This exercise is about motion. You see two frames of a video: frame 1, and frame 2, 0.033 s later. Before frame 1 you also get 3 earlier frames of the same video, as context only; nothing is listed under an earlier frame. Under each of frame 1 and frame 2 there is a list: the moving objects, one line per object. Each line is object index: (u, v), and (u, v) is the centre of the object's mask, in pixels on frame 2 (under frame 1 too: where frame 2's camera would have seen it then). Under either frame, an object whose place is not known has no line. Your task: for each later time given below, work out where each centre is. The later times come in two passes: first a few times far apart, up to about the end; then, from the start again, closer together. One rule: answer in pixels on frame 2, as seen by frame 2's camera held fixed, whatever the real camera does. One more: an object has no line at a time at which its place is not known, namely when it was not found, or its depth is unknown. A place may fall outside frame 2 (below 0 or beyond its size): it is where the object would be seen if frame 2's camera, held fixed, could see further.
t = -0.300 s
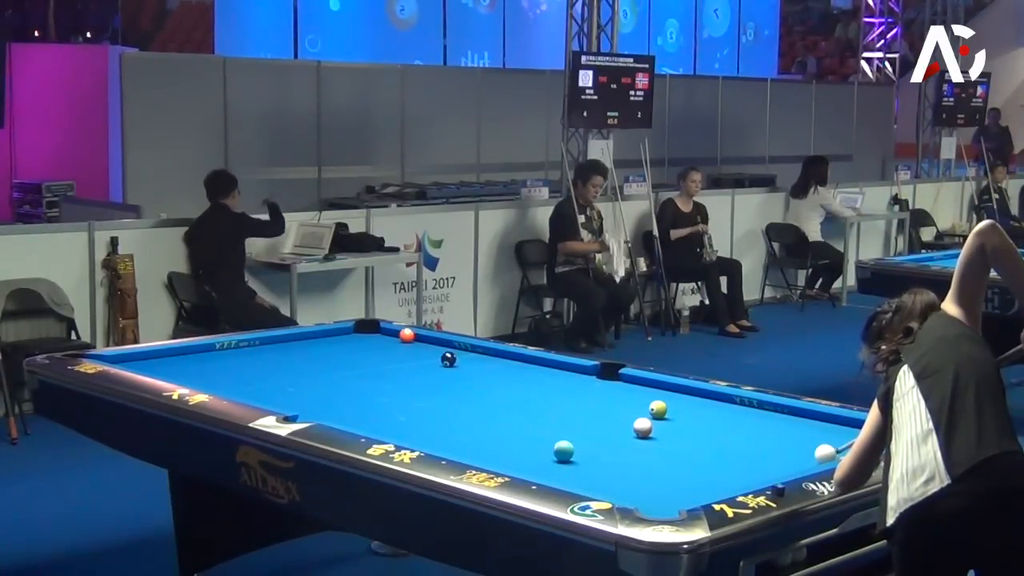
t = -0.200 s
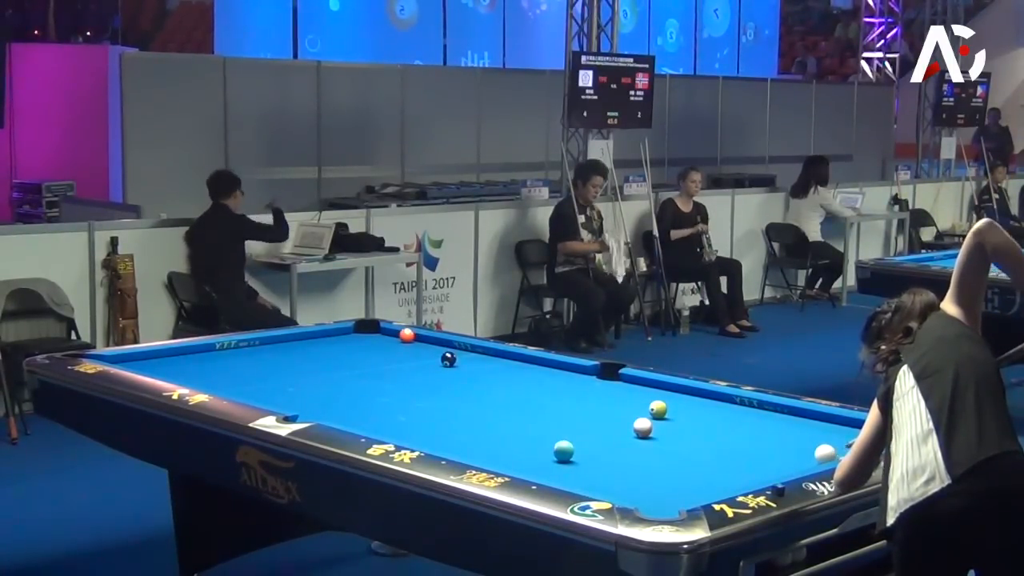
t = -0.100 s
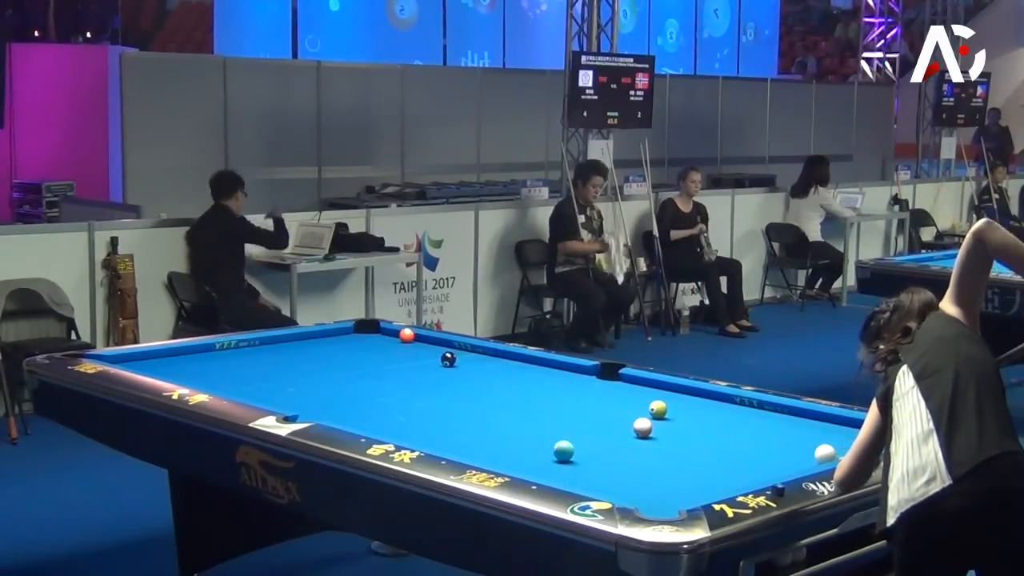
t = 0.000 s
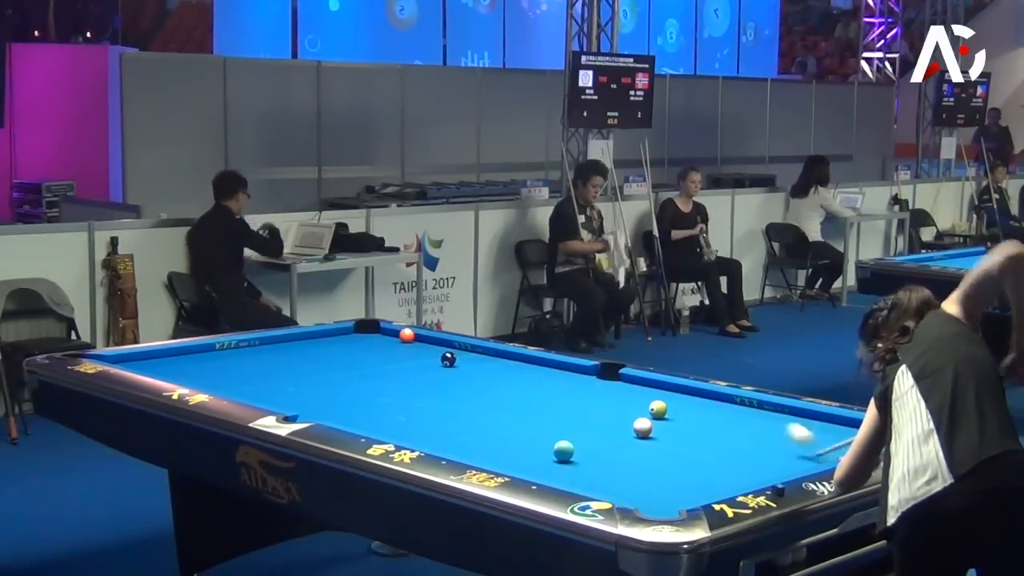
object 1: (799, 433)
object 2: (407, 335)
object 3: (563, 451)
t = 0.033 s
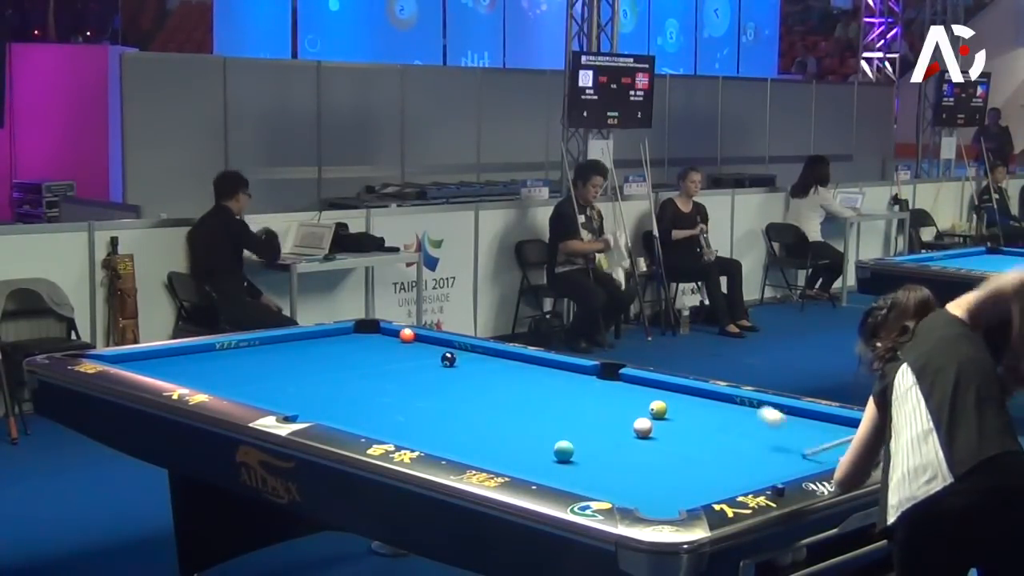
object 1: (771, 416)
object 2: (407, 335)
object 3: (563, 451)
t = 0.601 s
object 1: (446, 342)
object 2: (407, 335)
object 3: (563, 451)
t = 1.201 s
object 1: (285, 340)
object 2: (378, 342)
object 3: (563, 451)
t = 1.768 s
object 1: (250, 358)
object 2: (414, 362)
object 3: (564, 451)
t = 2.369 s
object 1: (210, 379)
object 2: (455, 385)
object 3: (564, 451)
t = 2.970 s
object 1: (251, 389)
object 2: (499, 410)
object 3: (564, 451)
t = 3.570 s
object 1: (330, 394)
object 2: (547, 438)
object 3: (563, 451)
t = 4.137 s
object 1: (398, 399)
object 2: (590, 451)
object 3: (568, 464)
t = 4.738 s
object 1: (463, 403)
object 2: (626, 457)
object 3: (576, 479)
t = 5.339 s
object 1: (520, 406)
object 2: (656, 462)
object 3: (596, 487)
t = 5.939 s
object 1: (568, 408)
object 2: (676, 465)
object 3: (625, 493)
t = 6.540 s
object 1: (609, 411)
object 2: (689, 466)
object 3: (645, 497)
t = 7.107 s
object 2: (691, 467)
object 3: (657, 498)
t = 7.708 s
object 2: (691, 467)
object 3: (659, 499)
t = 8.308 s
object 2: (691, 467)
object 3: (659, 499)
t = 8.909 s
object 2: (691, 467)
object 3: (659, 498)
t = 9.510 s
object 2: (691, 467)
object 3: (659, 499)
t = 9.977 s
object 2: (691, 467)
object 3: (659, 498)
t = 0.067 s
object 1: (744, 402)
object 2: (407, 335)
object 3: (563, 451)
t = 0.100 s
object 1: (718, 393)
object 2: (407, 335)
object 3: (563, 451)
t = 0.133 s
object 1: (693, 388)
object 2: (407, 335)
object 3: (563, 451)
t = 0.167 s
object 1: (670, 387)
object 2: (407, 335)
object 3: (563, 451)
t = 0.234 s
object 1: (624, 393)
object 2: (407, 335)
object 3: (563, 451)
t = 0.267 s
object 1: (603, 383)
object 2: (407, 335)
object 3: (563, 451)
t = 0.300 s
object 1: (585, 374)
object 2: (407, 335)
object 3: (563, 451)
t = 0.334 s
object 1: (566, 370)
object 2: (407, 335)
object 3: (563, 451)
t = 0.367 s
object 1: (548, 370)
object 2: (407, 335)
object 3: (563, 451)
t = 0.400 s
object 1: (531, 366)
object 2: (407, 335)
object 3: (563, 451)
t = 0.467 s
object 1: (500, 358)
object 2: (407, 335)
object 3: (563, 451)
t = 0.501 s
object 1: (486, 354)
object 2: (407, 335)
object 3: (563, 451)
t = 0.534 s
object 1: (472, 349)
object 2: (407, 335)
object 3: (563, 451)
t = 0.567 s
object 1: (458, 346)
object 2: (407, 335)
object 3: (563, 451)
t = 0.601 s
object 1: (446, 342)
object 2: (407, 335)
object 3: (563, 451)
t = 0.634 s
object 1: (431, 339)
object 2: (407, 335)
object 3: (563, 451)
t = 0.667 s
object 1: (415, 338)
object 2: (405, 335)
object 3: (563, 451)
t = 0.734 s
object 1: (396, 338)
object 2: (385, 332)
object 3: (563, 451)
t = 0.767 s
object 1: (387, 338)
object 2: (374, 330)
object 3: (563, 451)
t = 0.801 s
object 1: (378, 338)
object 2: (364, 329)
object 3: (563, 451)
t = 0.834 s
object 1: (369, 338)
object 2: (354, 329)
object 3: (563, 451)
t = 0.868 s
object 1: (360, 339)
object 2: (354, 328)
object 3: (563, 451)
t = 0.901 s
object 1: (351, 338)
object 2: (358, 330)
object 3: (563, 451)
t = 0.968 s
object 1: (332, 338)
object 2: (363, 334)
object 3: (563, 451)
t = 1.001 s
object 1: (323, 338)
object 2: (365, 335)
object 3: (563, 451)
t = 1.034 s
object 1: (314, 337)
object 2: (368, 336)
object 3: (563, 451)
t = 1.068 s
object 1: (305, 337)
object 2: (370, 337)
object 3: (563, 451)
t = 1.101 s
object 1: (296, 337)
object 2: (372, 339)
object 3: (563, 451)
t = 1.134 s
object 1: (288, 337)
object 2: (374, 340)
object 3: (563, 451)
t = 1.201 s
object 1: (285, 340)
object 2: (378, 342)
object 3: (563, 451)
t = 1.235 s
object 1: (283, 340)
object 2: (380, 343)
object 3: (563, 451)
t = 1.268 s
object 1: (281, 342)
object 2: (382, 344)
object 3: (563, 451)
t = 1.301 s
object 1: (279, 342)
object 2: (384, 345)
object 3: (563, 451)
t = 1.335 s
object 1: (277, 344)
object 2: (386, 347)
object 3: (563, 451)
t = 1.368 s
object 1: (275, 345)
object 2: (388, 348)
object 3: (563, 451)
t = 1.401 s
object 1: (273, 346)
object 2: (390, 349)
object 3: (564, 451)
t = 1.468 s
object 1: (269, 348)
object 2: (395, 351)
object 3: (563, 451)
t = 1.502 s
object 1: (267, 349)
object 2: (397, 353)
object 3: (563, 451)
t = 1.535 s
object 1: (265, 350)
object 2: (399, 354)
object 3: (563, 451)
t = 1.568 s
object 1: (263, 351)
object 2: (401, 355)
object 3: (564, 451)
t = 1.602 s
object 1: (261, 352)
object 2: (403, 356)
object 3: (563, 451)
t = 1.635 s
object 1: (259, 353)
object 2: (406, 357)
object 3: (564, 451)
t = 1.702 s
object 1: (255, 356)
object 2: (410, 360)
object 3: (564, 451)
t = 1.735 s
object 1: (252, 357)
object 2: (412, 361)
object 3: (563, 451)
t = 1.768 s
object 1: (250, 358)
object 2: (414, 362)
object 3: (564, 451)
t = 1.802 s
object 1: (248, 359)
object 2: (416, 363)
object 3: (563, 451)
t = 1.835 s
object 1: (246, 360)
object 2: (419, 365)
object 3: (564, 451)
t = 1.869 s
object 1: (244, 361)
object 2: (421, 366)
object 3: (564, 451)
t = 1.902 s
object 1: (242, 362)
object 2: (423, 367)
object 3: (564, 451)
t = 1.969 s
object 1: (237, 365)
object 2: (427, 369)
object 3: (564, 451)
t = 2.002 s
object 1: (235, 366)
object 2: (430, 371)
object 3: (564, 451)
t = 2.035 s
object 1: (233, 367)
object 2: (432, 372)
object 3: (564, 451)
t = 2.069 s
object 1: (230, 368)
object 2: (435, 373)
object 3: (564, 451)
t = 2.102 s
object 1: (228, 369)
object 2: (437, 375)
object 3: (564, 451)
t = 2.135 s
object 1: (226, 370)
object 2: (439, 376)
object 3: (564, 451)
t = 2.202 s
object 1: (221, 373)
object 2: (444, 379)
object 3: (564, 451)
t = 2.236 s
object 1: (219, 374)
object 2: (446, 380)
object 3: (564, 451)
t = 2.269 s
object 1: (217, 375)
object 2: (449, 381)
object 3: (564, 451)
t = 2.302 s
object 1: (215, 376)
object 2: (451, 383)
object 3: (564, 451)
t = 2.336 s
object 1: (212, 378)
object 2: (453, 384)
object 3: (564, 451)
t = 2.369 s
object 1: (210, 379)
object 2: (455, 385)
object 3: (564, 451)
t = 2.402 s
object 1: (208, 379)
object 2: (458, 386)
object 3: (564, 451)
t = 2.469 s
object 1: (203, 381)
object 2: (462, 389)
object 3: (564, 451)
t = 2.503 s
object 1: (201, 382)
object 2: (465, 390)
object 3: (564, 451)
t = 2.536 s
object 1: (199, 382)
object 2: (467, 392)
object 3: (564, 451)
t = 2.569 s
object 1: (197, 382)
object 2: (470, 394)
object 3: (564, 451)
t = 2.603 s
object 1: (198, 383)
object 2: (472, 395)
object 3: (564, 451)
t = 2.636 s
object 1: (203, 384)
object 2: (475, 396)
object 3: (564, 451)
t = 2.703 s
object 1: (214, 385)
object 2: (480, 399)
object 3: (564, 451)
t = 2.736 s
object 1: (219, 385)
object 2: (482, 400)
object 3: (564, 451)
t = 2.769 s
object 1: (223, 385)
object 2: (485, 402)
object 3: (564, 451)
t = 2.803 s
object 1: (228, 386)
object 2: (487, 403)
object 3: (564, 451)
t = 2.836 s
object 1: (233, 386)
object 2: (489, 405)
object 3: (564, 451)
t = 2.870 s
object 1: (237, 387)
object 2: (492, 406)
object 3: (564, 451)
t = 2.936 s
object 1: (246, 389)
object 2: (497, 409)
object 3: (564, 451)
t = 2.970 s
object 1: (251, 389)
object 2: (499, 410)
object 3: (564, 451)
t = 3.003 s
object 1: (255, 390)
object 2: (502, 412)
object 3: (564, 451)
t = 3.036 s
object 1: (260, 390)
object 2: (505, 413)
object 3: (564, 451)
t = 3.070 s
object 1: (264, 390)
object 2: (507, 415)
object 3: (564, 451)
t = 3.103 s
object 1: (269, 391)
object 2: (510, 416)
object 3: (564, 451)
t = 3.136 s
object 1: (273, 391)
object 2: (513, 418)
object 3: (564, 451)
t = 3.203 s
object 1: (282, 392)
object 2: (518, 421)
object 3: (564, 451)
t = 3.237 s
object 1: (286, 392)
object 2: (520, 422)
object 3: (564, 451)
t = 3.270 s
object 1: (291, 392)
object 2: (523, 424)
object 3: (564, 451)
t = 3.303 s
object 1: (296, 392)
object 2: (526, 425)
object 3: (564, 451)
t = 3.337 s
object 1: (300, 393)
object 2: (528, 427)
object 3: (564, 451)
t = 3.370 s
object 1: (304, 393)
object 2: (531, 428)
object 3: (563, 451)
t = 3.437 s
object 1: (313, 394)
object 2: (536, 432)
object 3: (564, 451)
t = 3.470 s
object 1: (317, 394)
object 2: (539, 433)
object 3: (564, 451)
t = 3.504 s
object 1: (322, 394)
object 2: (542, 435)
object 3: (564, 451)
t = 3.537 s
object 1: (326, 394)
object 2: (544, 436)
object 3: (564, 451)
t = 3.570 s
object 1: (330, 394)
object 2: (547, 438)
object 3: (563, 451)
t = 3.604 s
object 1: (334, 395)
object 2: (549, 439)
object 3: (563, 451)
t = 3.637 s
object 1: (338, 395)
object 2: (551, 440)
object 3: (563, 451)
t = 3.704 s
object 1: (347, 396)
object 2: (556, 441)
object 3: (564, 451)
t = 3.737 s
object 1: (351, 396)
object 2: (558, 440)
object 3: (563, 451)
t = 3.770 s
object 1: (355, 396)
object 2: (563, 440)
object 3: (564, 452)
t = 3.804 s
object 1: (359, 396)
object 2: (567, 441)
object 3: (565, 453)
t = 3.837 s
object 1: (363, 397)
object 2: (570, 442)
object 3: (565, 455)
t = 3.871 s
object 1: (367, 397)
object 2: (573, 444)
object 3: (565, 456)
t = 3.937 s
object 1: (375, 398)
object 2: (577, 446)
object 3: (566, 458)
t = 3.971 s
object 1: (379, 398)
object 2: (579, 447)
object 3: (566, 459)
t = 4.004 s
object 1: (383, 398)
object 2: (581, 448)
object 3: (567, 460)
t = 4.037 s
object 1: (387, 398)
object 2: (583, 449)
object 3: (567, 461)
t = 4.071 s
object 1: (391, 398)
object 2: (585, 450)
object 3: (568, 462)
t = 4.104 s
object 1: (395, 399)
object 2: (587, 450)
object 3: (568, 463)
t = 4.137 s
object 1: (398, 399)
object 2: (590, 451)
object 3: (568, 464)
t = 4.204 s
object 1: (406, 399)
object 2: (594, 451)
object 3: (569, 466)
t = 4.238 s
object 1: (410, 400)
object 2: (596, 452)
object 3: (569, 467)
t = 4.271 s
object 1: (413, 400)
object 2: (598, 452)
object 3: (570, 468)
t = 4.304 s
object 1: (417, 400)
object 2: (600, 453)
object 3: (570, 469)
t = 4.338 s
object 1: (421, 400)
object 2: (602, 453)
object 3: (570, 470)
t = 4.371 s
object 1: (424, 400)
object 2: (604, 453)
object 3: (571, 471)
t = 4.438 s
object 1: (432, 401)
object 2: (609, 454)
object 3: (572, 472)
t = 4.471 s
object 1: (435, 401)
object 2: (611, 454)
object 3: (572, 473)
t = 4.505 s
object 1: (439, 401)
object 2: (613, 455)
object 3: (572, 474)
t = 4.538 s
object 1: (442, 402)
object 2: (615, 455)
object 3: (573, 475)
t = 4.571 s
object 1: (446, 402)
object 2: (617, 455)
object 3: (573, 476)
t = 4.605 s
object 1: (450, 402)
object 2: (618, 455)
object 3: (574, 476)
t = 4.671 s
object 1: (456, 402)
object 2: (622, 456)
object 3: (575, 477)
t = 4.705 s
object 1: (460, 402)
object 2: (624, 456)
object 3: (575, 478)
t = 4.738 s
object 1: (463, 403)
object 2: (626, 457)
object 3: (576, 479)
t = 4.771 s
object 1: (467, 403)
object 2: (628, 457)
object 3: (576, 480)
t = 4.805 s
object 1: (470, 403)
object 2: (629, 457)
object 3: (577, 480)
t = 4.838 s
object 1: (473, 403)
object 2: (631, 458)
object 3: (577, 481)
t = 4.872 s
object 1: (476, 403)
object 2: (633, 458)
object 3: (578, 481)
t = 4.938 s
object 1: (483, 404)
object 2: (637, 458)
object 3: (579, 482)
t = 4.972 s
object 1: (486, 404)
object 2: (638, 459)
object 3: (579, 483)
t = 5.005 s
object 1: (489, 404)
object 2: (640, 459)
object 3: (580, 483)
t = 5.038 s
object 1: (493, 404)
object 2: (642, 459)
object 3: (581, 484)
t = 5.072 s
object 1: (496, 405)
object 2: (643, 459)
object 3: (582, 484)
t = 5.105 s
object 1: (499, 405)
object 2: (645, 460)
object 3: (582, 485)
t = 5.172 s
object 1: (505, 405)
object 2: (648, 460)
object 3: (586, 486)
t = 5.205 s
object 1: (508, 405)
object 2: (650, 460)
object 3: (588, 486)
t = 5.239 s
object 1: (511, 406)
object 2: (651, 461)
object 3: (590, 486)
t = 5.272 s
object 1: (514, 405)
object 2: (653, 461)
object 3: (592, 487)
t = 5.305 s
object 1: (517, 406)
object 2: (654, 461)
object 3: (594, 487)
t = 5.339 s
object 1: (520, 406)
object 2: (656, 462)
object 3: (596, 487)
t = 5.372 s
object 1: (523, 406)
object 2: (657, 462)
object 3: (597, 487)
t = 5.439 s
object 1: (529, 406)
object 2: (659, 462)
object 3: (601, 488)
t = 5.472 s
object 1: (532, 406)
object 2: (661, 462)
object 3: (603, 488)
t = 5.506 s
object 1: (534, 406)
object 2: (662, 463)
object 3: (604, 489)
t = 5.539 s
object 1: (537, 407)
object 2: (663, 463)
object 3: (606, 489)
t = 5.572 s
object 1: (540, 407)
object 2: (664, 463)
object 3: (608, 489)
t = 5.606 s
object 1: (542, 407)
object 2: (665, 463)
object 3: (610, 490)
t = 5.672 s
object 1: (548, 407)
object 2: (667, 464)
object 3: (613, 490)
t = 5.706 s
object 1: (551, 407)
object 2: (669, 464)
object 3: (615, 491)
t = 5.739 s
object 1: (553, 407)
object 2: (670, 464)
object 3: (616, 491)
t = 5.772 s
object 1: (556, 408)
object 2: (671, 464)
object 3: (618, 491)
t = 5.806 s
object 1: (558, 408)
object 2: (672, 464)
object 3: (619, 491)
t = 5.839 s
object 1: (561, 408)
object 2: (673, 464)
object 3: (621, 492)
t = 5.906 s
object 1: (566, 408)
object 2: (675, 464)
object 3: (623, 492)
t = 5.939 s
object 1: (568, 408)
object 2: (676, 465)
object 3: (625, 493)
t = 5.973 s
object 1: (571, 408)
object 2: (676, 465)
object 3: (626, 493)
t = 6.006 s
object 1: (573, 408)
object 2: (677, 465)
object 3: (627, 493)
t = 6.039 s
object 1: (576, 409)
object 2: (678, 465)
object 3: (629, 494)
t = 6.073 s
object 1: (578, 409)
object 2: (679, 465)
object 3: (630, 494)
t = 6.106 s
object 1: (580, 409)
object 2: (680, 465)
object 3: (631, 494)
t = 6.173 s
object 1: (585, 409)
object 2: (682, 466)
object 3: (634, 495)
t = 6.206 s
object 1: (588, 410)
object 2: (683, 466)
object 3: (635, 495)
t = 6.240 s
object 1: (590, 410)
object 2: (683, 466)
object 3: (636, 495)
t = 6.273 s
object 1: (592, 410)
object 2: (684, 466)
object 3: (637, 495)
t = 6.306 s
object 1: (594, 410)
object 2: (684, 466)
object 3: (638, 496)
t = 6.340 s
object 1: (596, 410)
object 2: (685, 466)
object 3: (639, 496)
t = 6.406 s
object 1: (601, 410)
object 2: (686, 466)
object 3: (641, 496)
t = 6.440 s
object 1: (603, 410)
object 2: (687, 466)
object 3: (642, 496)
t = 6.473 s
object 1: (605, 410)
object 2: (688, 466)
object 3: (643, 497)
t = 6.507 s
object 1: (606, 410)
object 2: (688, 466)
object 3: (644, 496)
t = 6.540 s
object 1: (609, 411)
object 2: (689, 466)
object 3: (645, 497)
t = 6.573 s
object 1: (611, 411)
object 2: (689, 466)
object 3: (646, 497)
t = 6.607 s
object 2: (689, 467)
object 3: (647, 497)
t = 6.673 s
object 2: (690, 467)
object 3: (649, 497)
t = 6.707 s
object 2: (690, 467)
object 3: (649, 497)
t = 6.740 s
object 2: (691, 467)
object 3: (650, 497)
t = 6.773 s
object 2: (691, 467)
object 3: (651, 497)
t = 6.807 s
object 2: (691, 467)
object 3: (652, 497)
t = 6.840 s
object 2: (691, 467)
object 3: (652, 498)
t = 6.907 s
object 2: (691, 467)
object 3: (653, 498)
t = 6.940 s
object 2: (691, 467)
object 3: (654, 498)
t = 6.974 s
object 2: (691, 467)
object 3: (655, 498)
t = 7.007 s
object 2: (691, 467)
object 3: (655, 498)
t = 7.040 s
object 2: (691, 467)
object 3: (656, 498)
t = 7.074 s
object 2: (691, 467)
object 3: (656, 498)
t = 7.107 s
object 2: (691, 467)
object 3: (657, 498)
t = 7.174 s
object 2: (691, 467)
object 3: (657, 498)
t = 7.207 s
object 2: (691, 467)
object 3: (658, 498)
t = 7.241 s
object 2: (691, 467)
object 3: (658, 498)
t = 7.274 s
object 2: (691, 467)
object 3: (658, 499)
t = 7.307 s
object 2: (691, 467)
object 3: (658, 499)
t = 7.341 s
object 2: (691, 467)
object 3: (659, 499)
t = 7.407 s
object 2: (691, 467)
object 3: (659, 499)
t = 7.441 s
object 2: (691, 467)
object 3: (659, 499)
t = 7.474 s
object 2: (691, 467)
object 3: (659, 499)
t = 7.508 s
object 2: (691, 467)
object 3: (659, 499)
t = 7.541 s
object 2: (691, 467)
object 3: (659, 499)
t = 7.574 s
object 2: (691, 467)
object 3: (659, 499)
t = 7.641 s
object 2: (691, 467)
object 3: (659, 499)
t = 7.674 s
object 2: (691, 467)
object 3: (659, 499)
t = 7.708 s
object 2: (691, 467)
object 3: (659, 499)
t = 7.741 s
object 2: (691, 467)
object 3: (659, 499)
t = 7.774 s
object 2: (691, 467)
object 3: (659, 498)
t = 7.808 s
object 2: (691, 467)
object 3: (659, 499)
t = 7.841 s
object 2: (691, 467)
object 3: (659, 498)
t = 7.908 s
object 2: (691, 467)
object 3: (659, 498)
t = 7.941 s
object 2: (691, 467)
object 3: (659, 499)
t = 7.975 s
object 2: (691, 467)
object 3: (659, 498)
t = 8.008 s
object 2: (691, 467)
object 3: (659, 498)
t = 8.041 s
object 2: (691, 467)
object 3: (659, 498)
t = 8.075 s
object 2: (691, 467)
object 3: (659, 498)
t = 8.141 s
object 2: (691, 467)
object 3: (659, 498)
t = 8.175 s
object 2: (691, 467)
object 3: (659, 499)
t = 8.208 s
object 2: (691, 467)
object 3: (659, 499)
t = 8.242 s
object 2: (691, 467)
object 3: (659, 498)
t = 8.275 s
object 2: (691, 467)
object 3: (659, 498)
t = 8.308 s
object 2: (691, 467)
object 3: (659, 499)
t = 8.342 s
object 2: (691, 467)
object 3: (659, 499)
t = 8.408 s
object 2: (691, 467)
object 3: (659, 499)
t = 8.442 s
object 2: (691, 467)
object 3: (659, 498)
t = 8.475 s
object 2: (691, 467)
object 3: (659, 498)
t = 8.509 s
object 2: (691, 467)
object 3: (659, 498)
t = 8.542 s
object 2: (691, 467)
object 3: (659, 499)
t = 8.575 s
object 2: (691, 467)
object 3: (659, 498)
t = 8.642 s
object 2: (691, 467)
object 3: (659, 498)
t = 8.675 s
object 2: (691, 467)
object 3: (659, 499)
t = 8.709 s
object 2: (691, 467)
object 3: (659, 498)
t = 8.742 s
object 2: (691, 467)
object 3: (659, 498)
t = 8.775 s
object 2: (691, 467)
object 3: (659, 498)
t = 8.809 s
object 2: (691, 467)
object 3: (659, 498)
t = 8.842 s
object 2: (691, 467)
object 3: (659, 498)
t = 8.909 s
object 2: (691, 467)
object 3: (659, 498)
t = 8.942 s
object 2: (691, 467)
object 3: (659, 498)
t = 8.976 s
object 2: (691, 467)
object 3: (659, 498)
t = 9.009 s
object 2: (691, 467)
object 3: (659, 498)
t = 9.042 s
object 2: (691, 467)
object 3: (659, 499)
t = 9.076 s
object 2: (691, 467)
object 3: (659, 498)
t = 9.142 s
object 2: (691, 467)
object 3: (659, 499)
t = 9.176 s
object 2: (691, 467)
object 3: (659, 499)
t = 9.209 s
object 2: (691, 467)
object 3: (659, 499)
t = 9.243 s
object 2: (691, 467)
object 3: (659, 499)
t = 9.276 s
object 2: (691, 467)
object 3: (659, 499)
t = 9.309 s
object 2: (691, 467)
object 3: (659, 499)
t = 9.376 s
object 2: (691, 467)
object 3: (659, 499)
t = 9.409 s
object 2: (691, 467)
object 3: (659, 499)
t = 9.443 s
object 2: (691, 467)
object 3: (659, 499)
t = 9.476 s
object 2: (691, 467)
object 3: (659, 499)
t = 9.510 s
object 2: (691, 467)
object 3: (659, 499)
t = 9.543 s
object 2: (691, 467)
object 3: (659, 498)
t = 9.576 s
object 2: (691, 467)
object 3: (659, 498)
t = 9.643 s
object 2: (691, 467)
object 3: (659, 498)
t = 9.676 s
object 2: (691, 467)
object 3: (659, 498)
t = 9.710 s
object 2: (691, 467)
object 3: (659, 498)
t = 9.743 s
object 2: (691, 467)
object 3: (659, 498)
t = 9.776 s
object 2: (691, 467)
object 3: (659, 498)
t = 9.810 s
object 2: (691, 467)
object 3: (659, 498)
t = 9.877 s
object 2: (691, 467)
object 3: (659, 498)
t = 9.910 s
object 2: (691, 467)
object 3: (659, 498)
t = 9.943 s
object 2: (691, 467)
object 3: (659, 498)
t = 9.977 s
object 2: (691, 467)
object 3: (659, 498)
